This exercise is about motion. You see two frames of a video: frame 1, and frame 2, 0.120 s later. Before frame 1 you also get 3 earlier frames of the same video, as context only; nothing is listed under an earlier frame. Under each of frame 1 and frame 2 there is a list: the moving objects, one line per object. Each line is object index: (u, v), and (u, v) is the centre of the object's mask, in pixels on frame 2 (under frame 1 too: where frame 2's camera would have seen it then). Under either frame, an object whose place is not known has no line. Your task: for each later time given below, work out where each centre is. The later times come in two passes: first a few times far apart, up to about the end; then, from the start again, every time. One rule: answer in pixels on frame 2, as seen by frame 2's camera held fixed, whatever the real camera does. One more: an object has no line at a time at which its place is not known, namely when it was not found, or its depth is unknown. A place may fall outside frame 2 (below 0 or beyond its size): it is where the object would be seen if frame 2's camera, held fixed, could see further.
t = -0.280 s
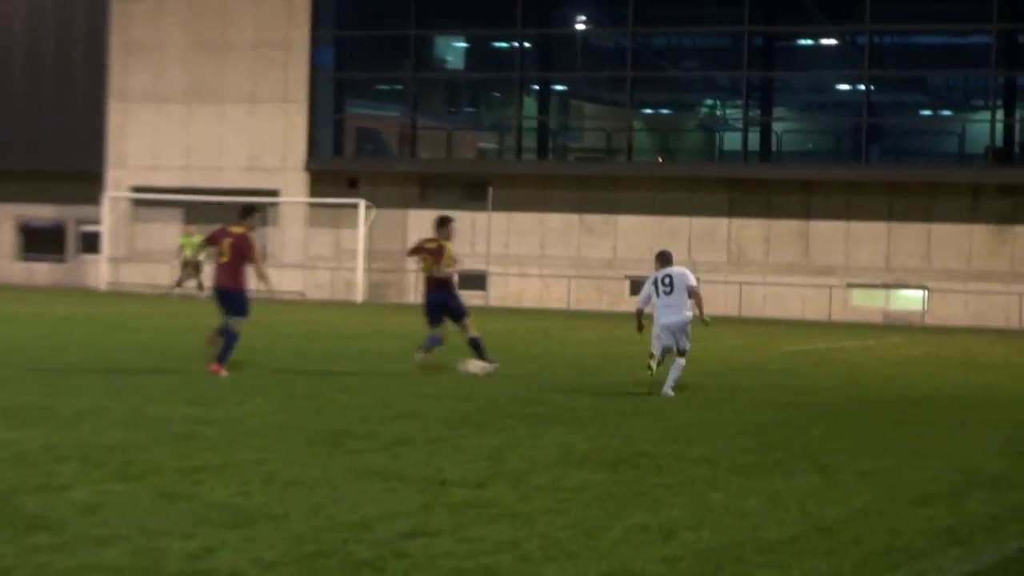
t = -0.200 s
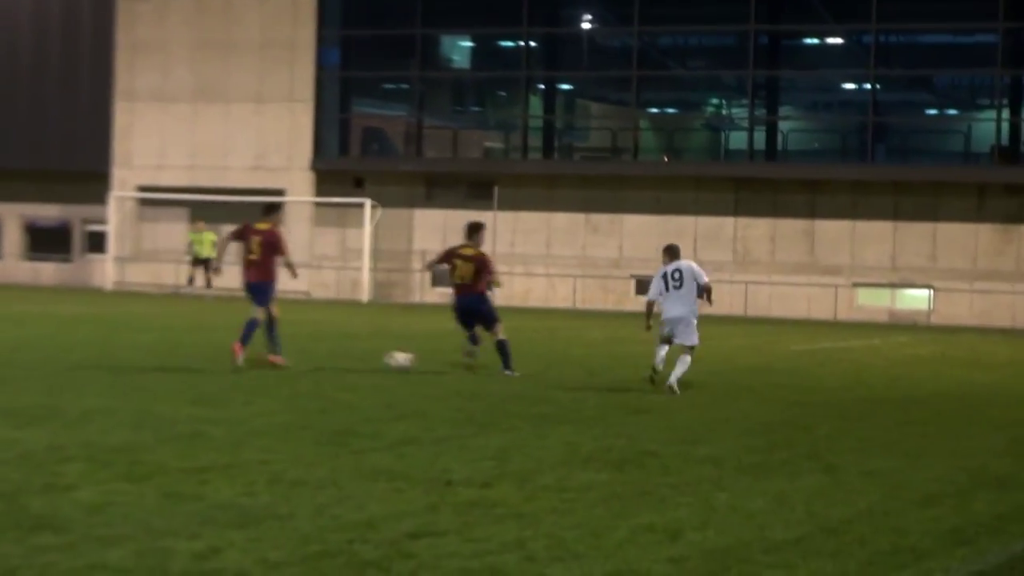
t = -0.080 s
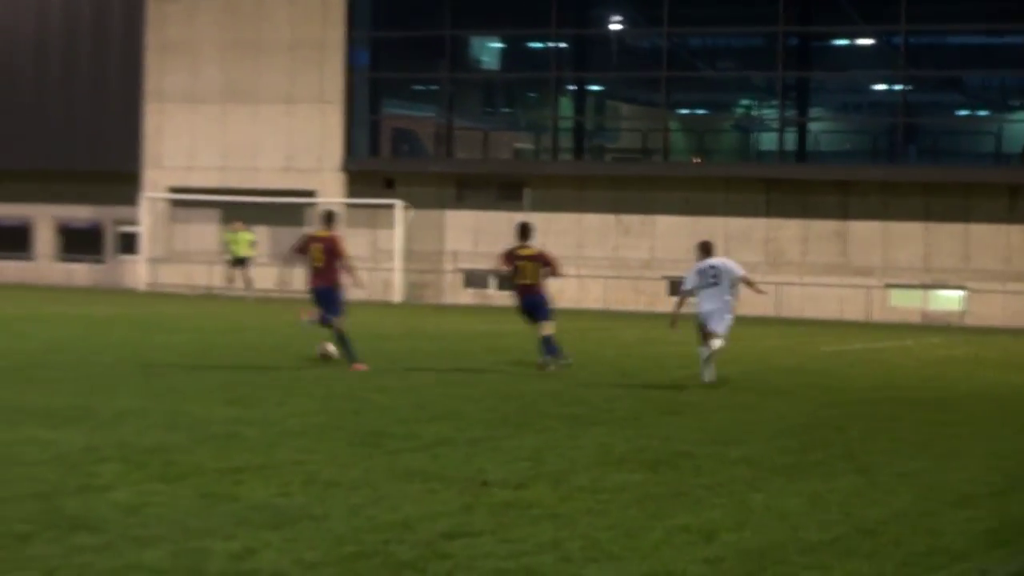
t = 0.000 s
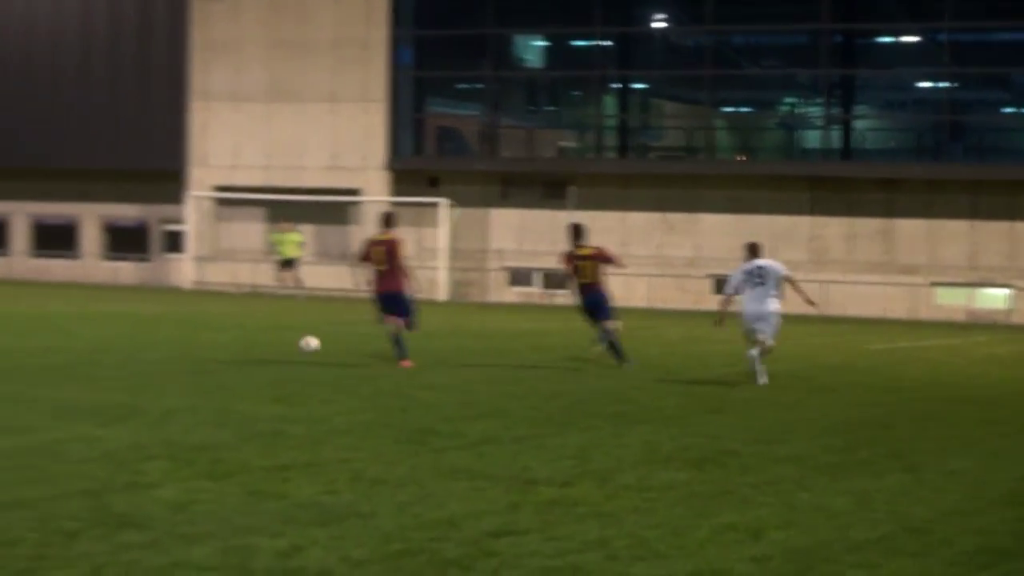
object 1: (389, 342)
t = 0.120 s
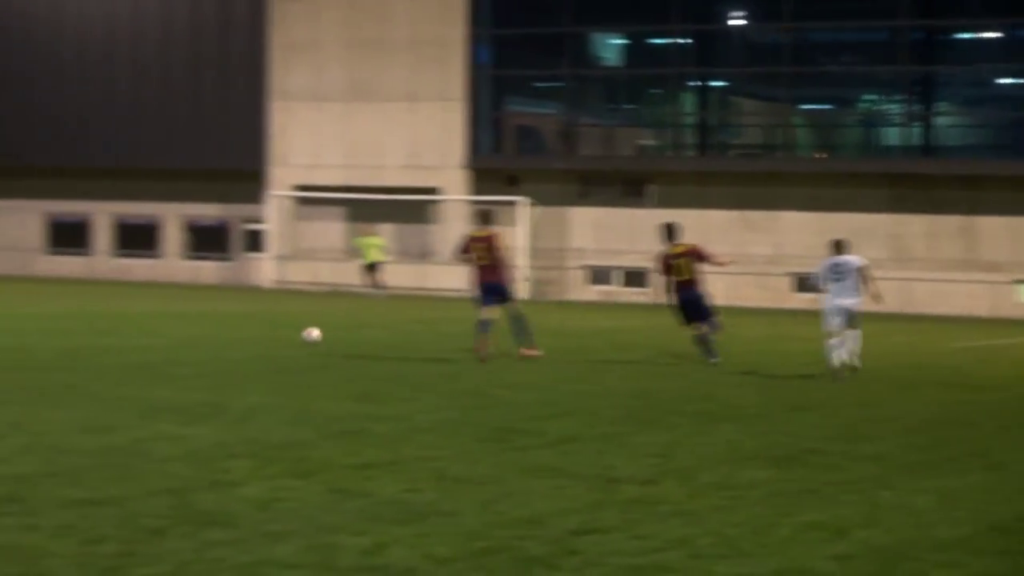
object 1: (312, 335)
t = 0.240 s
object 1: (245, 329)
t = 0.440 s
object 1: (155, 320)
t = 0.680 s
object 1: (72, 312)
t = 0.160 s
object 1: (290, 332)
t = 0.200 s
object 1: (267, 330)
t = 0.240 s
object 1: (245, 329)
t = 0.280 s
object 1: (225, 327)
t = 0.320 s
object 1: (207, 324)
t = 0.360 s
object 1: (189, 323)
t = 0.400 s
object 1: (172, 322)
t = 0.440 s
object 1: (155, 320)
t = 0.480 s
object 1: (140, 319)
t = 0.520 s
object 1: (126, 317)
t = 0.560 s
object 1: (111, 317)
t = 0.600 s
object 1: (98, 315)
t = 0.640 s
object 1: (85, 313)
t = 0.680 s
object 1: (72, 312)
